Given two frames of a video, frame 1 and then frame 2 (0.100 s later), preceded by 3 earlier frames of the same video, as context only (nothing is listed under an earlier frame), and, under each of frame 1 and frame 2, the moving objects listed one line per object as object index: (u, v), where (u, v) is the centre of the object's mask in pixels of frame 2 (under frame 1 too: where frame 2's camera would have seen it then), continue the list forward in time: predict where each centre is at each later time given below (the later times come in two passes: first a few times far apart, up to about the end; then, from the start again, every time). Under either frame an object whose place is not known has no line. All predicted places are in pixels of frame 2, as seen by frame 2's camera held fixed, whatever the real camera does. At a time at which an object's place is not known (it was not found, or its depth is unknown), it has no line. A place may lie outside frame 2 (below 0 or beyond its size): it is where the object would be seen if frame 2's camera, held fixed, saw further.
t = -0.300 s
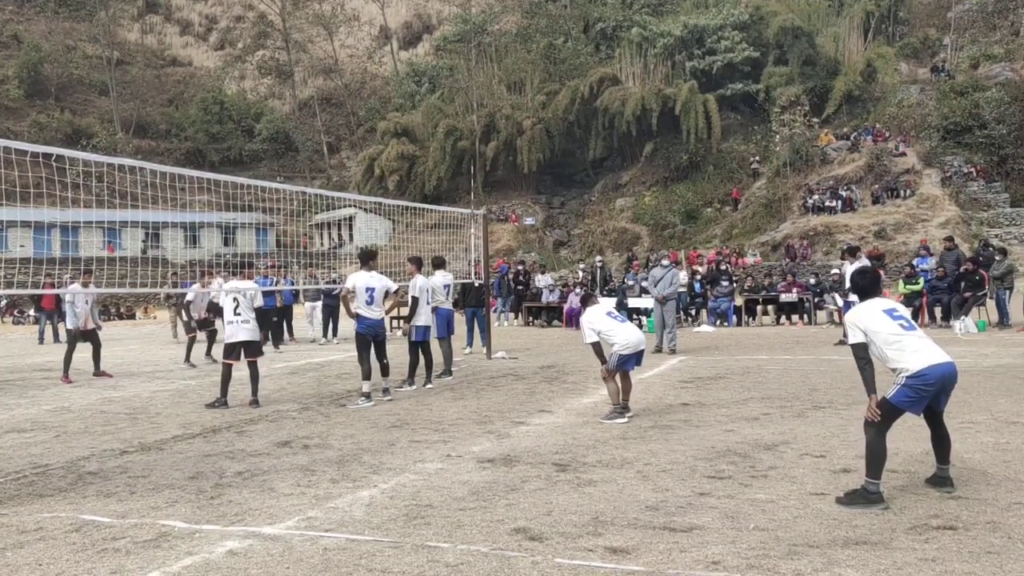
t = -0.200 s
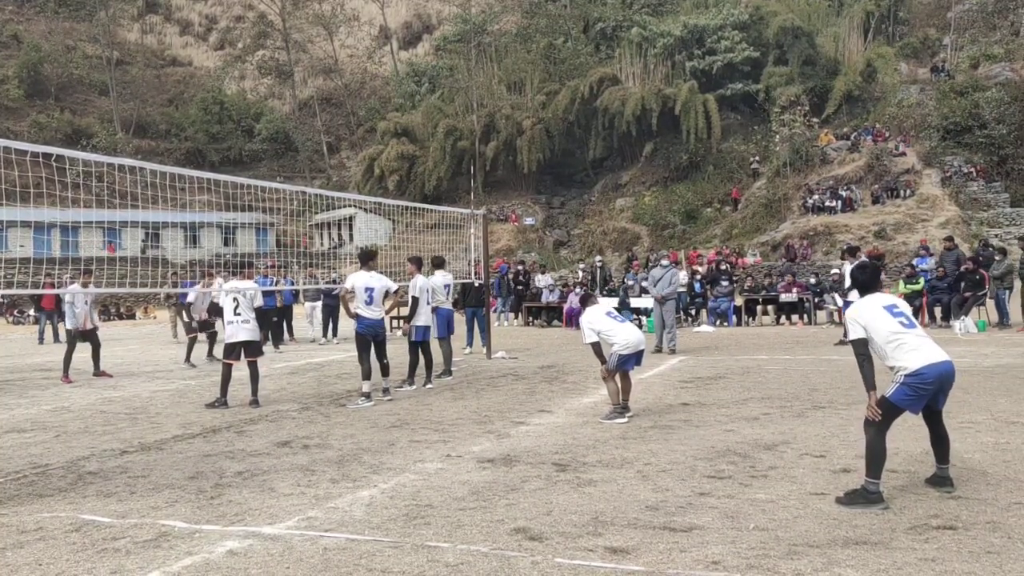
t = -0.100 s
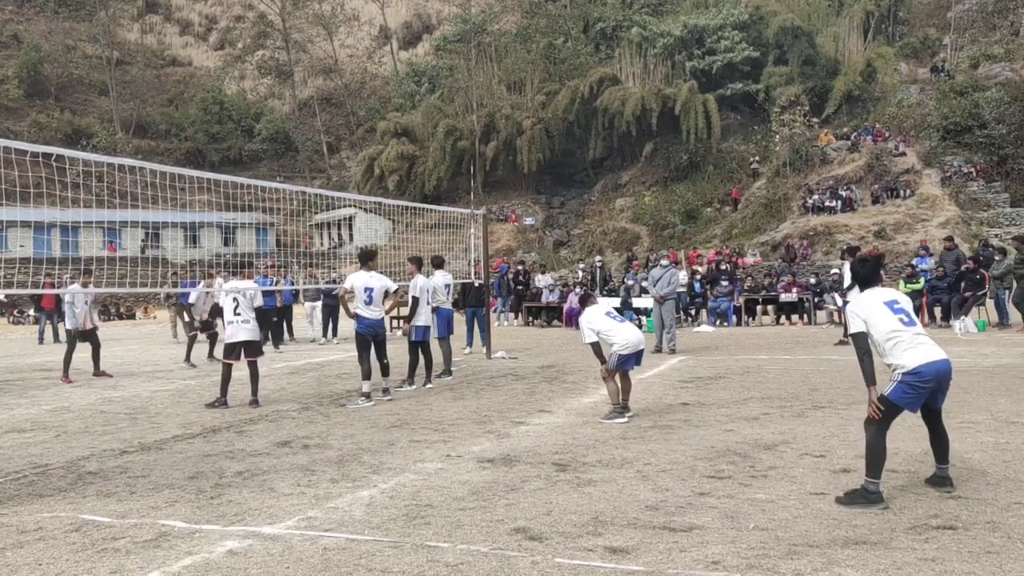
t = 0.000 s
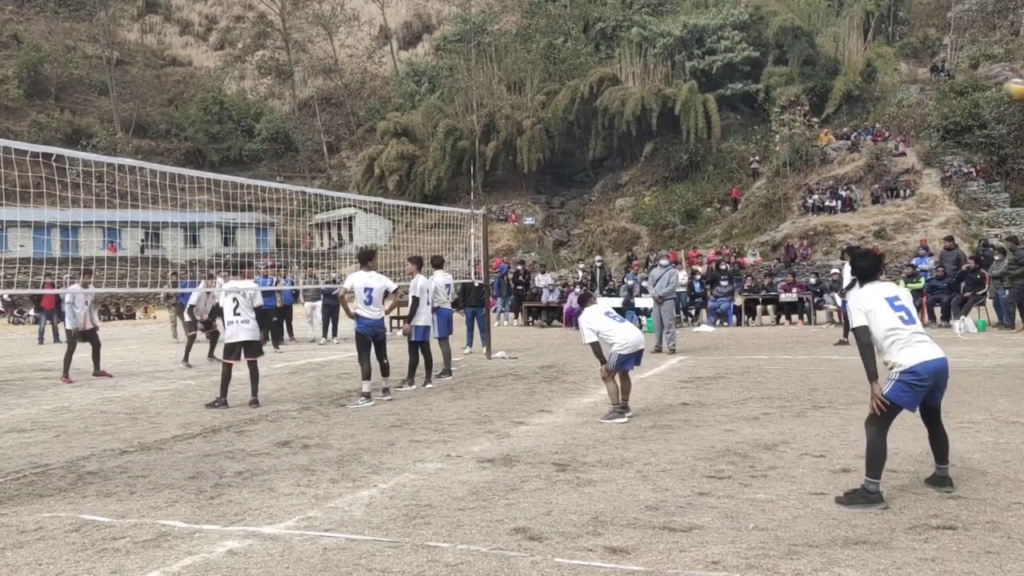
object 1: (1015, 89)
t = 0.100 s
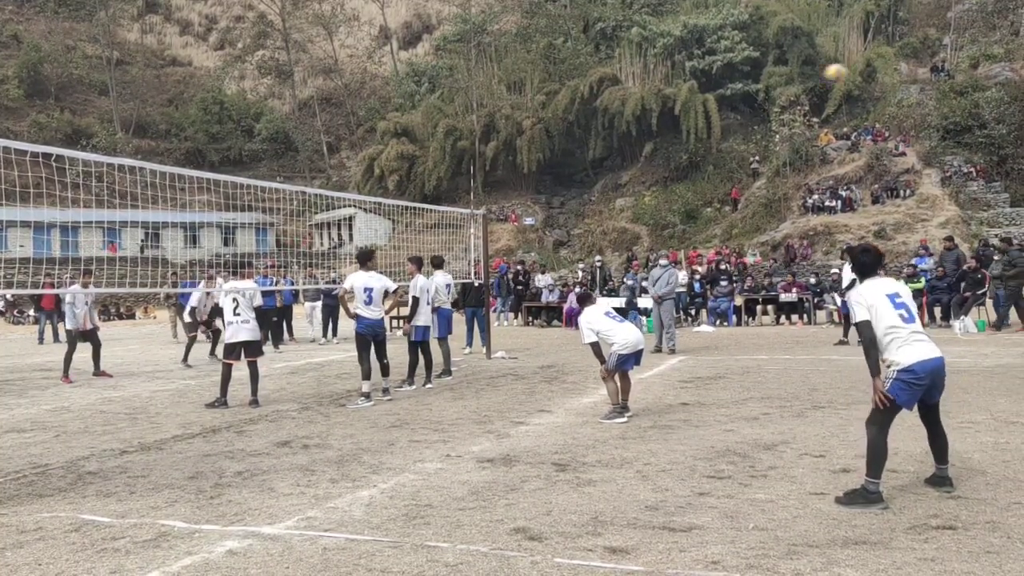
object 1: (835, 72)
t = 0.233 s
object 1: (621, 70)
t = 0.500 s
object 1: (265, 124)
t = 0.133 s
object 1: (779, 70)
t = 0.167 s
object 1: (726, 70)
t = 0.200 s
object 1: (672, 70)
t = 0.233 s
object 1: (621, 70)
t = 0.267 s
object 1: (573, 74)
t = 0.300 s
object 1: (526, 79)
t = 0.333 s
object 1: (478, 83)
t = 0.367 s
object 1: (434, 90)
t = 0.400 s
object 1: (390, 97)
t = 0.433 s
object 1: (348, 104)
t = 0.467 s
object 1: (304, 113)
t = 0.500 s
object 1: (265, 124)
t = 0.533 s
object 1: (225, 135)
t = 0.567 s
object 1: (186, 146)
